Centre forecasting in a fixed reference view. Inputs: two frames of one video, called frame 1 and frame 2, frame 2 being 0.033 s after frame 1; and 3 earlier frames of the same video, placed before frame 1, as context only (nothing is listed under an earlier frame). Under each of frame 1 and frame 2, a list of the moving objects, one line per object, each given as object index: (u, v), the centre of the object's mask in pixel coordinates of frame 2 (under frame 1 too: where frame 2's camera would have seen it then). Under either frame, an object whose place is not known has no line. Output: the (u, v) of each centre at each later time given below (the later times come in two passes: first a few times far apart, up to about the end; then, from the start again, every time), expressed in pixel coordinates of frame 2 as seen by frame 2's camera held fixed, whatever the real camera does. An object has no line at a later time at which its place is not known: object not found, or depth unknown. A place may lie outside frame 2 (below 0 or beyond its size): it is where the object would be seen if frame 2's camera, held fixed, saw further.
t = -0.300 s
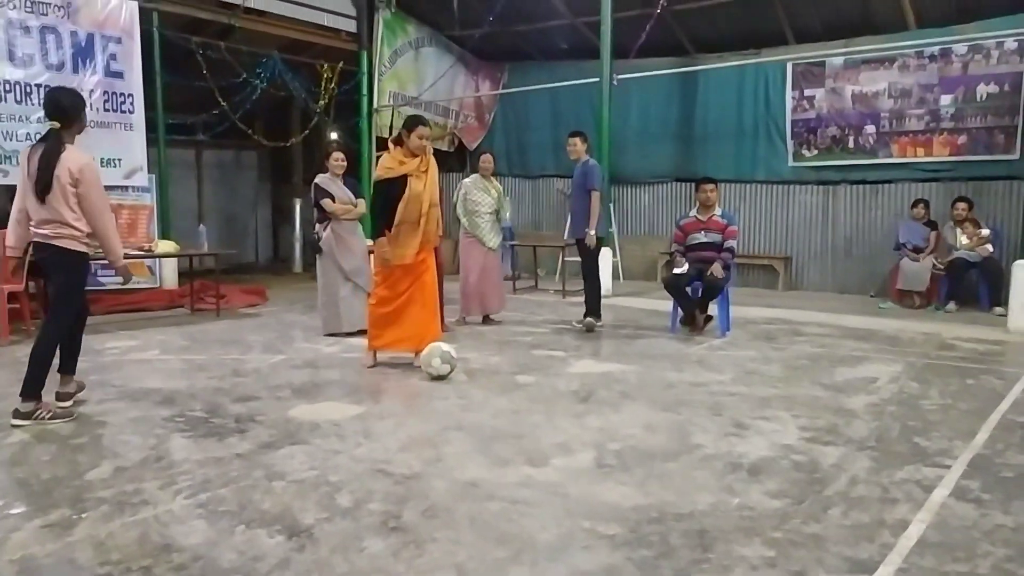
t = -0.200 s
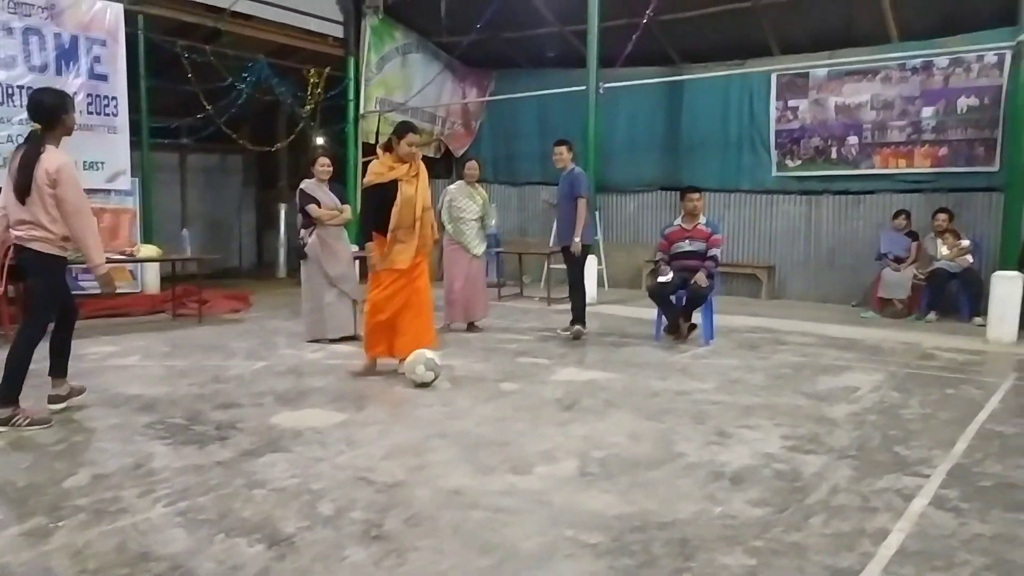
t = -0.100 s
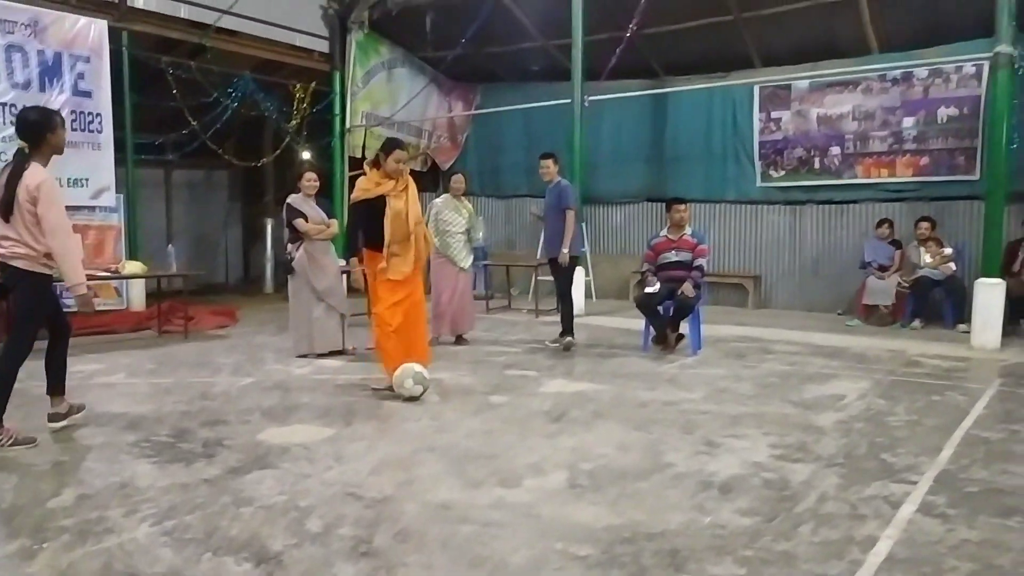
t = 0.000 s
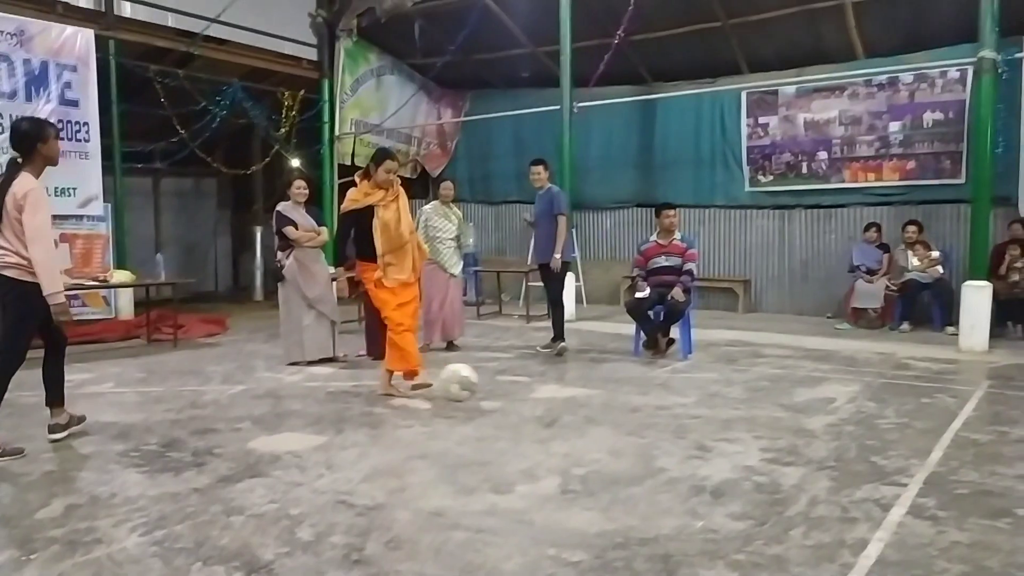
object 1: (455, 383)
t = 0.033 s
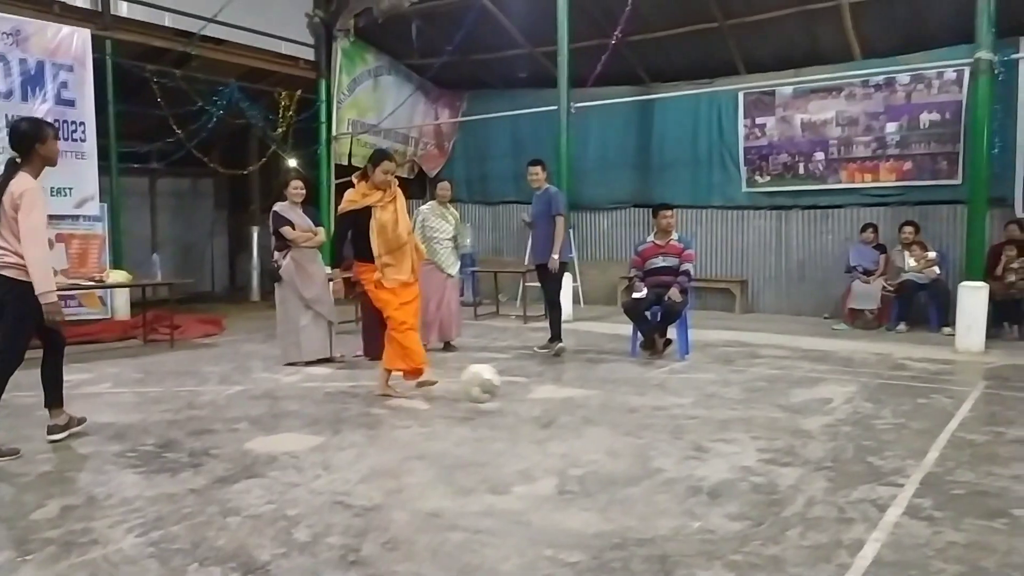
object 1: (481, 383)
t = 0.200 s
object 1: (623, 420)
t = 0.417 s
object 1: (809, 440)
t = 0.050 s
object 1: (494, 384)
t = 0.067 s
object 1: (506, 386)
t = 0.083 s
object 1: (520, 388)
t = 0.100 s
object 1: (534, 391)
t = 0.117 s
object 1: (547, 394)
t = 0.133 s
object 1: (562, 398)
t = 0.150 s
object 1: (579, 402)
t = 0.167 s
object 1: (592, 410)
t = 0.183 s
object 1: (608, 416)
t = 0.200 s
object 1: (623, 420)
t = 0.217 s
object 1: (633, 419)
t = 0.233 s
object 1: (648, 417)
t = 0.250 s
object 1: (662, 414)
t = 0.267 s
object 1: (676, 414)
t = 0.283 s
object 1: (689, 414)
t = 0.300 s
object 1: (703, 415)
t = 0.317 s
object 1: (716, 417)
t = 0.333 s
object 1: (732, 418)
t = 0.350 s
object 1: (748, 421)
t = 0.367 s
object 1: (763, 424)
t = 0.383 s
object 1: (778, 429)
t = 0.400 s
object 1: (793, 435)
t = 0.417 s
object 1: (809, 440)
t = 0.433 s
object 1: (824, 444)
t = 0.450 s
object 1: (838, 445)
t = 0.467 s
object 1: (851, 445)
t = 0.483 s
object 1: (865, 442)
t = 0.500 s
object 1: (879, 444)
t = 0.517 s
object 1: (891, 444)
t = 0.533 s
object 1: (904, 446)
